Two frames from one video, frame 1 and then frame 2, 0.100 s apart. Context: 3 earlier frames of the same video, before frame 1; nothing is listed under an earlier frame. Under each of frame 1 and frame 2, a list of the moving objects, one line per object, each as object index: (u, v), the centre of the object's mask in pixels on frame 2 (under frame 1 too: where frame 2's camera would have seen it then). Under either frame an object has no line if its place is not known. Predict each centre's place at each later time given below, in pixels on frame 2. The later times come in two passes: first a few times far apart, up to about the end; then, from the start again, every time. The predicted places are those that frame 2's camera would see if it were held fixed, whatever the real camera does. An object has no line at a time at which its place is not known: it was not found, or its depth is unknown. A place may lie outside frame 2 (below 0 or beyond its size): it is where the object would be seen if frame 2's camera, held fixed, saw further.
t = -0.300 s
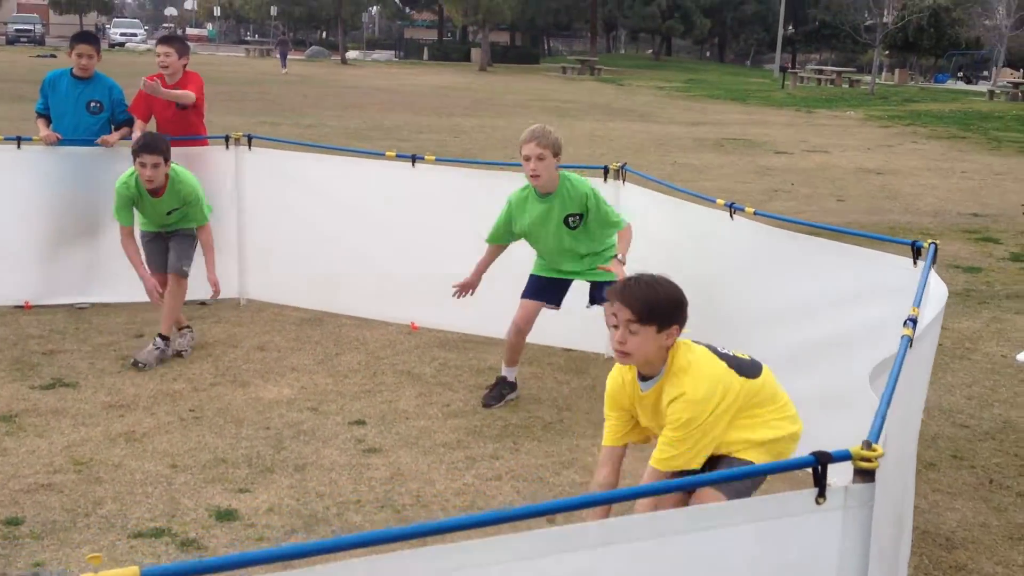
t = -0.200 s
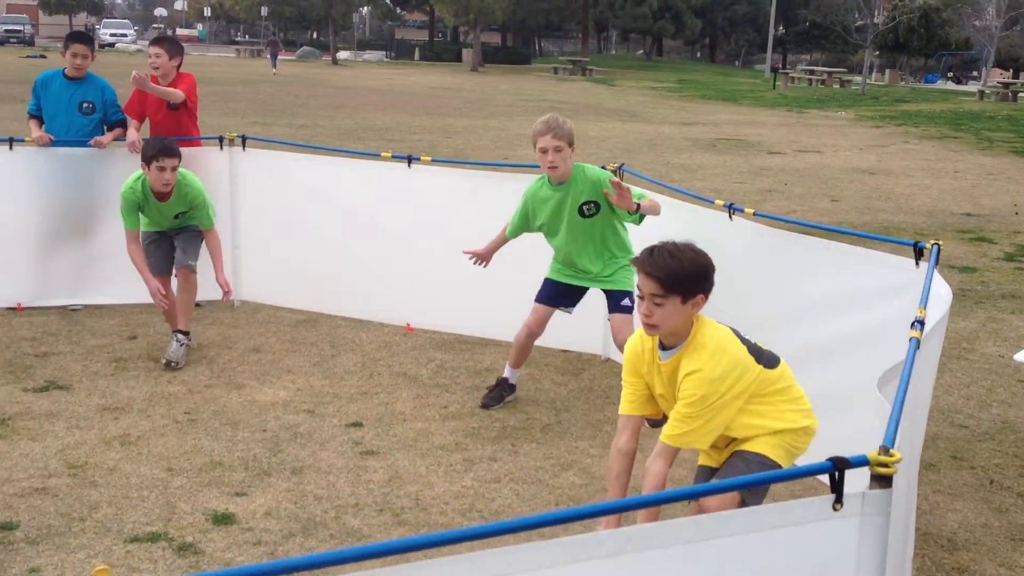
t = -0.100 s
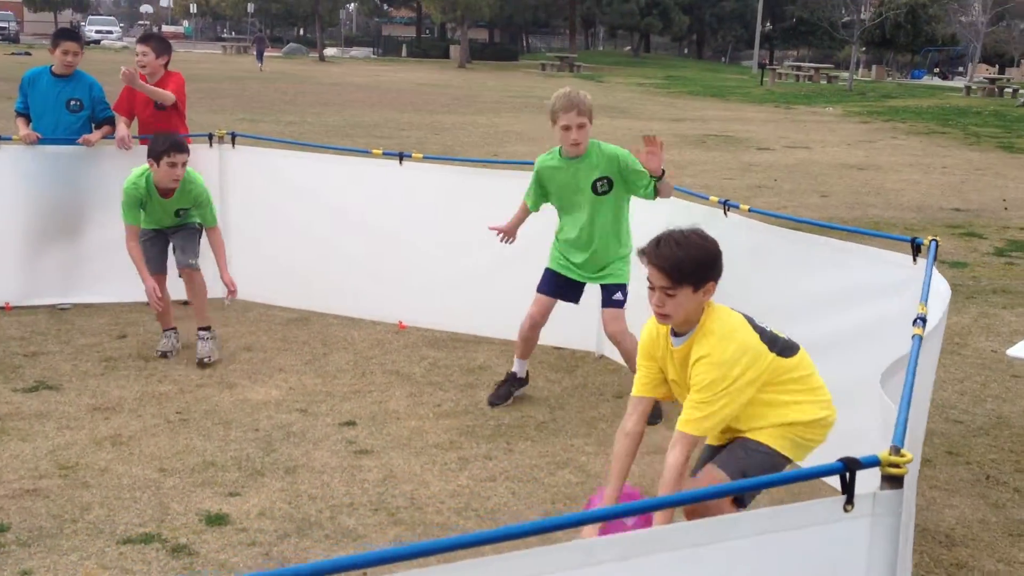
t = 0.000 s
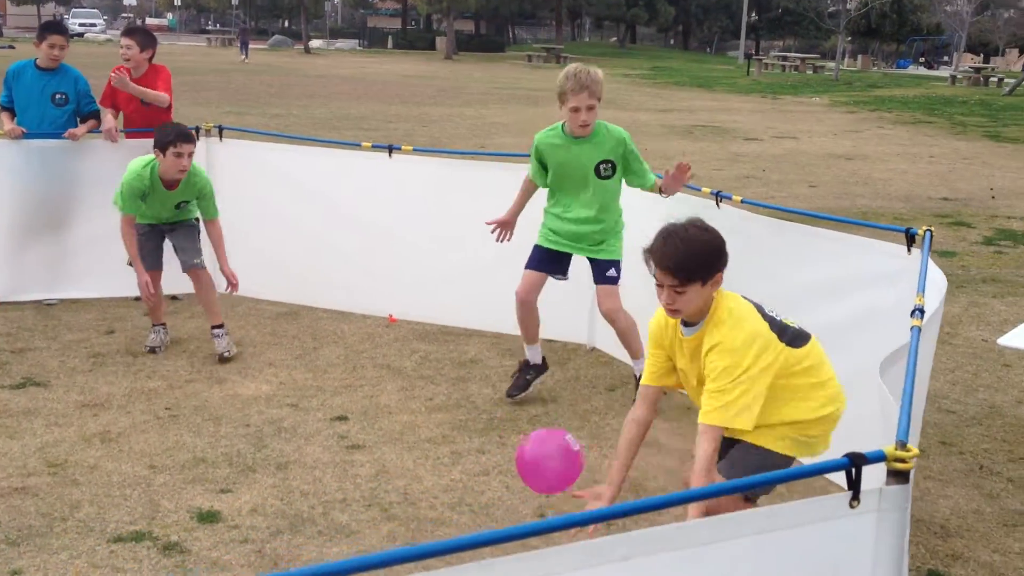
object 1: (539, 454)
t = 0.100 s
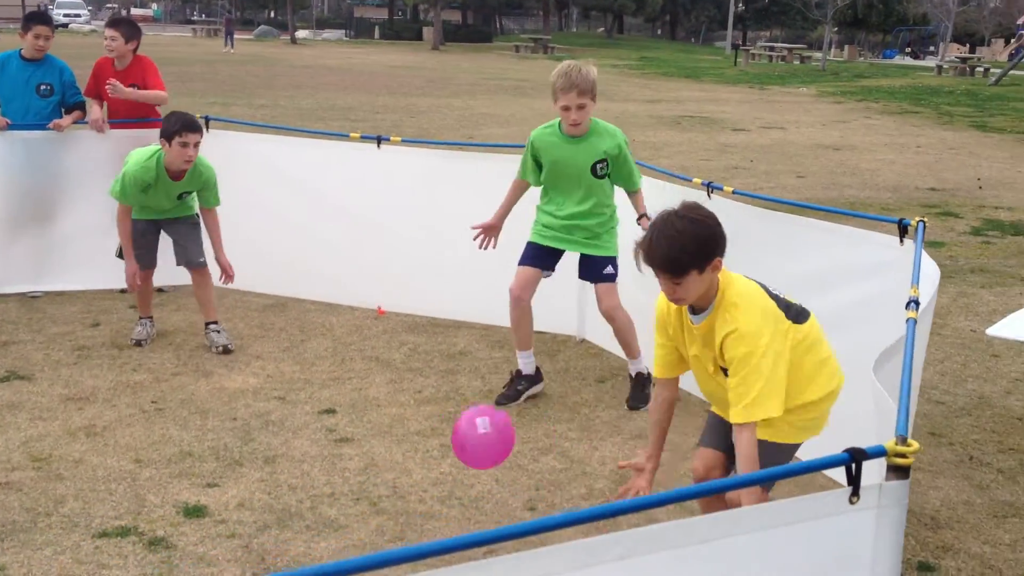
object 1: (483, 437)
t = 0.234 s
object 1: (414, 458)
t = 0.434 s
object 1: (391, 424)
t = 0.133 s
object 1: (465, 438)
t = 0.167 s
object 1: (447, 442)
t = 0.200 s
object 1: (430, 448)
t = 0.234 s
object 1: (414, 458)
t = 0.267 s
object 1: (399, 472)
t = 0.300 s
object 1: (383, 487)
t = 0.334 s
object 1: (384, 470)
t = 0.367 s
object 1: (387, 452)
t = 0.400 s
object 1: (389, 436)
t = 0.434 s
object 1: (391, 424)
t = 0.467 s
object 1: (393, 414)
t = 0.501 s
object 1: (396, 407)
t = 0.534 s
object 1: (398, 403)
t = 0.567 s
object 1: (399, 402)
